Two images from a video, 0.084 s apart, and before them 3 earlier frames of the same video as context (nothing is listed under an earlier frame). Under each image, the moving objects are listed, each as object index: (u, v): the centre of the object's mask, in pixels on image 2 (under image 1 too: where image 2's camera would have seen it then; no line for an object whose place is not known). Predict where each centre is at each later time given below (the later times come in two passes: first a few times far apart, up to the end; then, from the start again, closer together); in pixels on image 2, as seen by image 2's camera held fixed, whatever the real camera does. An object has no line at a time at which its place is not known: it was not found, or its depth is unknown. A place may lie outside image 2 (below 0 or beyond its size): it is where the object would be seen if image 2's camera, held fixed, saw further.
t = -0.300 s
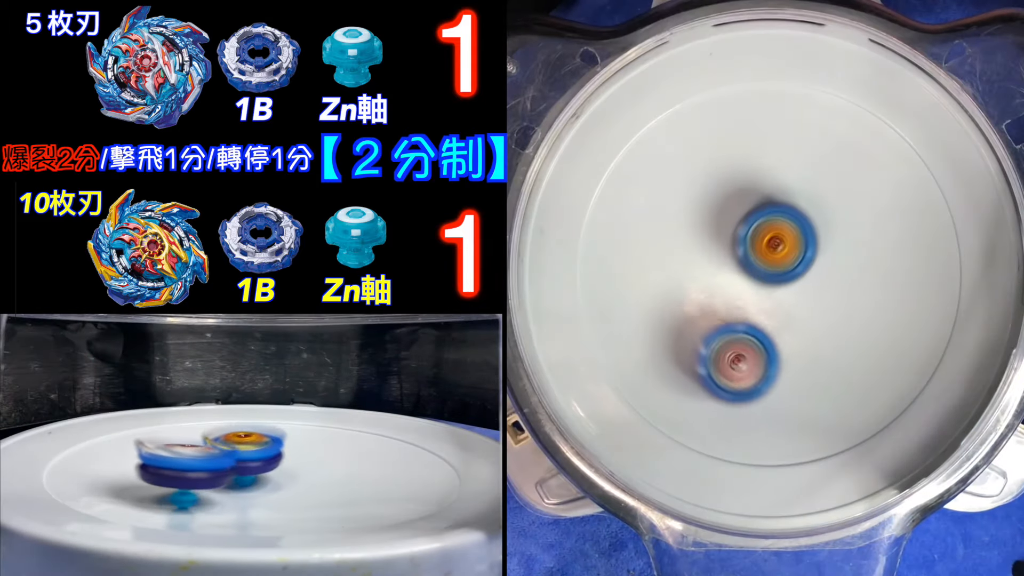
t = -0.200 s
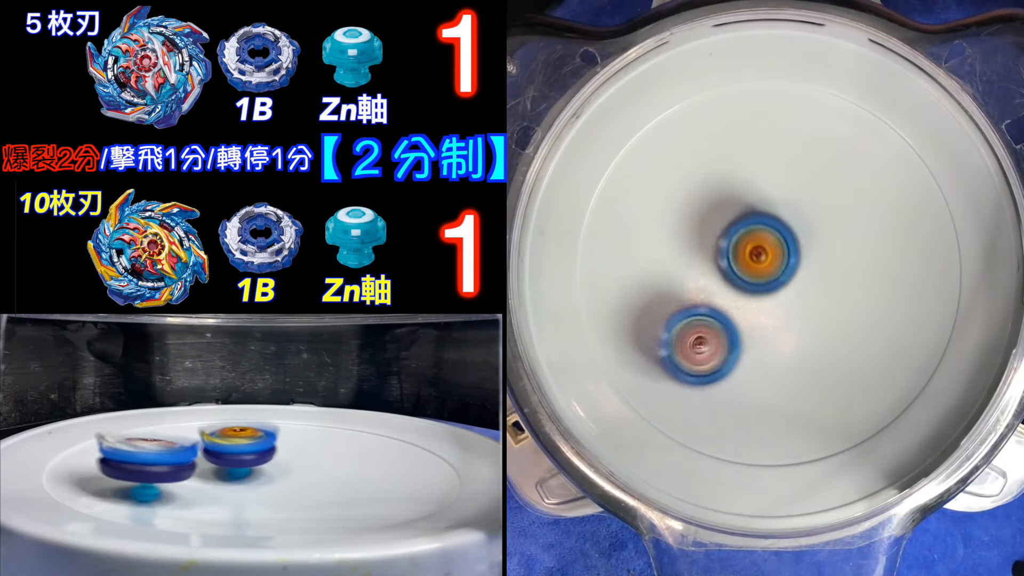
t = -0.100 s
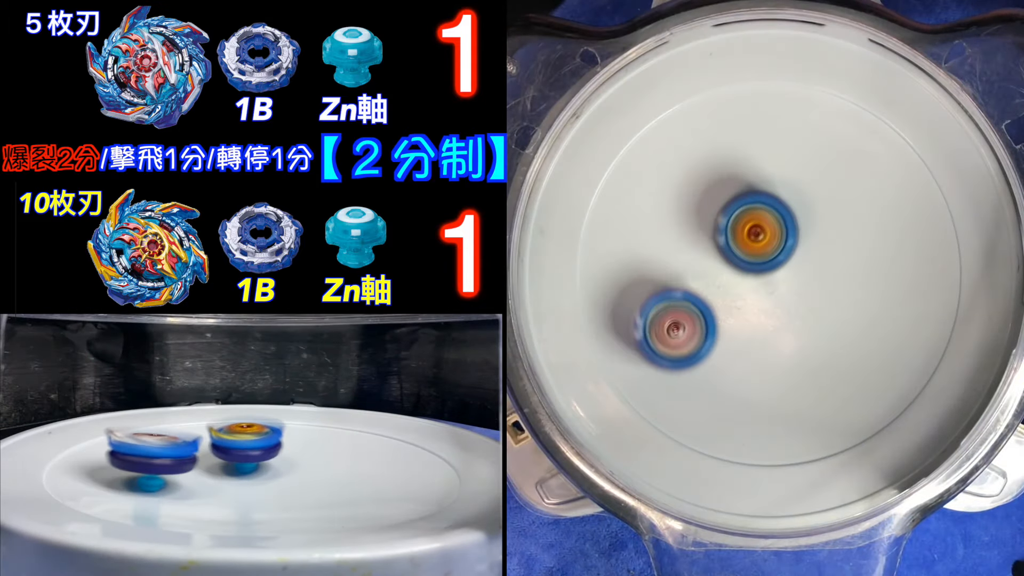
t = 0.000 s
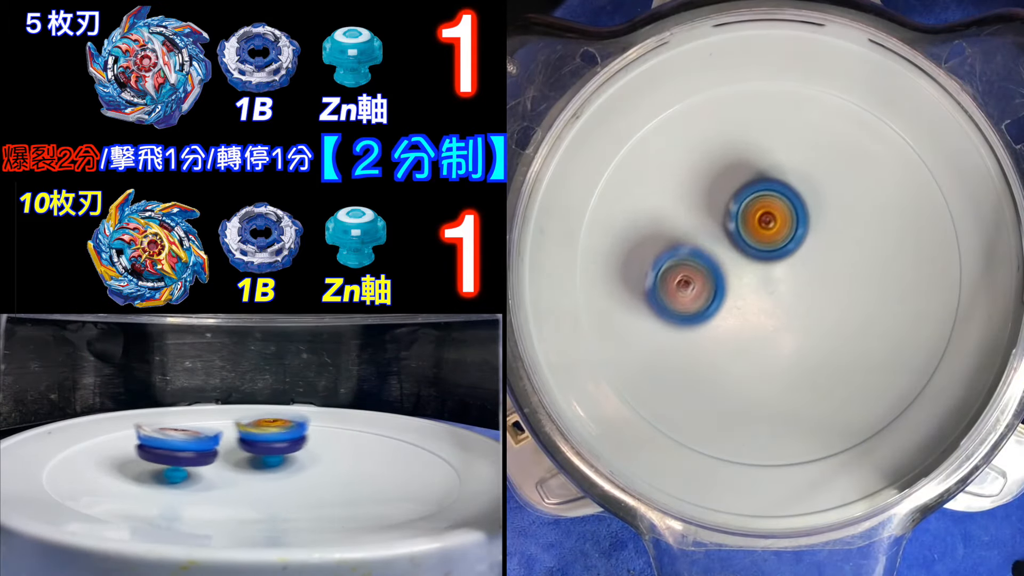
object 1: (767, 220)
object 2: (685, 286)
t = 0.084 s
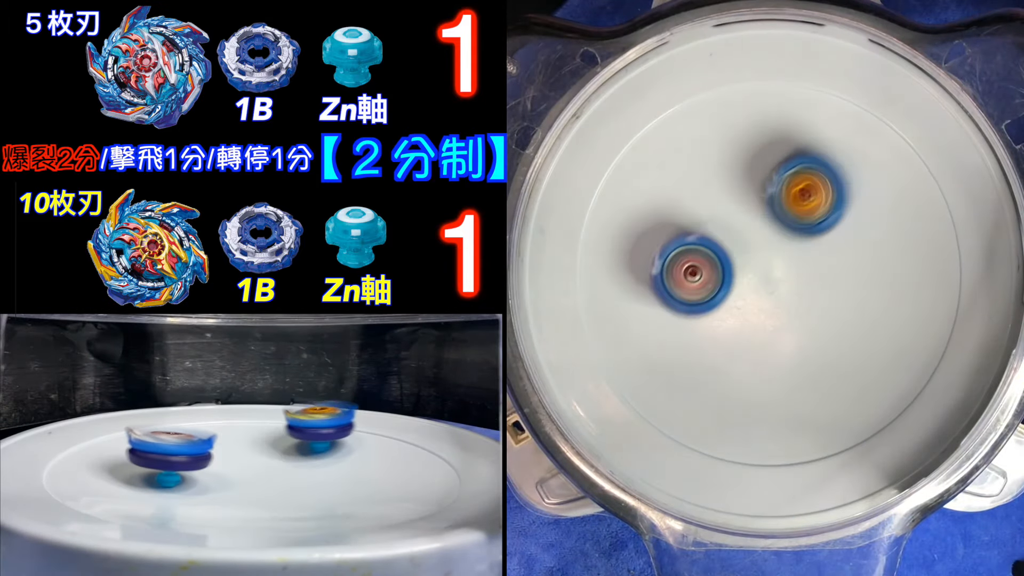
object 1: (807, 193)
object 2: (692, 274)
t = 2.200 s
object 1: (804, 231)
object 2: (701, 224)
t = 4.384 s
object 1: (763, 312)
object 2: (718, 223)
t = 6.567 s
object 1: (847, 238)
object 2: (761, 281)
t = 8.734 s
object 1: (765, 233)
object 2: (771, 326)
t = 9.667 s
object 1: (752, 242)
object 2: (811, 312)
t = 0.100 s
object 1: (819, 186)
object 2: (691, 277)
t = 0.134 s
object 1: (842, 175)
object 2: (689, 282)
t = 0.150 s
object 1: (853, 171)
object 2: (690, 284)
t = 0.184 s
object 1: (874, 168)
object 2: (693, 288)
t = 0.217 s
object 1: (892, 172)
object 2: (700, 293)
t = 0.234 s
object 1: (899, 176)
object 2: (704, 295)
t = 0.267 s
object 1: (912, 188)
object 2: (715, 297)
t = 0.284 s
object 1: (916, 197)
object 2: (722, 298)
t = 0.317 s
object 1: (919, 216)
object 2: (735, 299)
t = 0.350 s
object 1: (917, 239)
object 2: (751, 300)
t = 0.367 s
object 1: (915, 252)
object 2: (758, 300)
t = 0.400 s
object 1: (905, 277)
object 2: (774, 301)
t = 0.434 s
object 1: (892, 303)
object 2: (789, 303)
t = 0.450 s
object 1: (885, 314)
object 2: (794, 304)
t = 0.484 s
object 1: (889, 336)
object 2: (787, 307)
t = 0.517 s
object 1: (889, 356)
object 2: (778, 310)
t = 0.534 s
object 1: (886, 365)
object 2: (774, 311)
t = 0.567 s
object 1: (876, 380)
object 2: (765, 315)
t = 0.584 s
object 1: (871, 386)
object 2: (762, 316)
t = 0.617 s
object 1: (855, 395)
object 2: (754, 319)
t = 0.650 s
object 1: (835, 399)
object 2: (748, 321)
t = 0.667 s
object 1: (824, 399)
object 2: (745, 322)
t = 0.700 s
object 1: (803, 395)
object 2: (740, 323)
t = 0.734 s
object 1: (792, 395)
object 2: (727, 313)
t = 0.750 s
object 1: (791, 398)
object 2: (717, 303)
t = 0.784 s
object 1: (789, 398)
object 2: (699, 283)
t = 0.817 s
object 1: (784, 393)
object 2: (684, 263)
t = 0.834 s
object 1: (780, 389)
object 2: (678, 254)
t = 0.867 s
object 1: (773, 380)
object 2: (669, 236)
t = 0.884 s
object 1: (768, 374)
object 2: (666, 229)
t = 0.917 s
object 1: (761, 361)
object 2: (663, 214)
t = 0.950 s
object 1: (753, 346)
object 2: (665, 201)
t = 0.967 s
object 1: (750, 339)
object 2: (669, 195)
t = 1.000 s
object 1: (746, 323)
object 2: (679, 185)
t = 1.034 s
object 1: (744, 308)
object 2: (695, 177)
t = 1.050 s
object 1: (744, 300)
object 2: (705, 174)
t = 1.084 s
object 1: (745, 285)
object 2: (725, 169)
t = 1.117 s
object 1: (750, 271)
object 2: (749, 168)
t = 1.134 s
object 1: (752, 264)
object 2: (760, 168)
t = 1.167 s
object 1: (758, 259)
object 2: (781, 163)
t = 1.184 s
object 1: (761, 261)
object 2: (792, 158)
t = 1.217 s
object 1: (766, 262)
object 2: (814, 151)
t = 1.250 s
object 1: (772, 262)
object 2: (835, 150)
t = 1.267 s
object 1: (776, 261)
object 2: (846, 151)
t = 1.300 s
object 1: (782, 260)
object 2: (867, 158)
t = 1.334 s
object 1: (788, 259)
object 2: (887, 170)
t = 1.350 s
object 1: (791, 258)
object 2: (896, 177)
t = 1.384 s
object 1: (797, 257)
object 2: (913, 197)
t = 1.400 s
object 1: (800, 257)
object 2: (920, 208)
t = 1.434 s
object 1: (807, 257)
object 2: (930, 232)
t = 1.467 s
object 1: (815, 256)
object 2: (935, 257)
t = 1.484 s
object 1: (819, 257)
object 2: (935, 270)
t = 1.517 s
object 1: (828, 259)
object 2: (932, 294)
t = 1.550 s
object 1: (835, 263)
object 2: (924, 316)
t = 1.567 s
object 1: (838, 266)
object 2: (918, 326)
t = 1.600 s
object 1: (842, 271)
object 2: (903, 345)
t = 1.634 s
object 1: (845, 276)
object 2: (885, 360)
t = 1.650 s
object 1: (846, 279)
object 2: (874, 366)
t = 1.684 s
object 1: (845, 283)
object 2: (854, 377)
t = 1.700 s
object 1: (844, 283)
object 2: (843, 383)
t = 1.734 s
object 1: (841, 285)
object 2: (820, 390)
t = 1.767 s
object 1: (836, 287)
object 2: (798, 392)
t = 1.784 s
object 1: (834, 287)
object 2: (788, 392)
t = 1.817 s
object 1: (828, 288)
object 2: (767, 386)
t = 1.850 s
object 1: (822, 289)
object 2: (750, 377)
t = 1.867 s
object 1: (820, 288)
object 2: (742, 371)
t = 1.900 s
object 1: (814, 287)
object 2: (729, 358)
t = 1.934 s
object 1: (808, 284)
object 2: (718, 343)
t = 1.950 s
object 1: (806, 282)
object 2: (714, 335)
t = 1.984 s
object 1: (800, 278)
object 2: (707, 318)
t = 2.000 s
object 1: (797, 275)
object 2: (704, 310)
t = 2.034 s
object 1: (792, 269)
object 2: (700, 292)
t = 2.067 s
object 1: (789, 263)
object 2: (700, 275)
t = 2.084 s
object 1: (788, 259)
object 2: (699, 266)
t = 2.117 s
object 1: (793, 250)
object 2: (695, 252)
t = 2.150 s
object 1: (798, 241)
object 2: (695, 239)
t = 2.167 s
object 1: (800, 237)
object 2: (696, 234)
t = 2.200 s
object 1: (804, 231)
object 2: (701, 224)
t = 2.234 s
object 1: (807, 230)
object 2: (708, 216)
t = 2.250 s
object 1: (810, 231)
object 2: (712, 212)
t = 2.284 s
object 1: (814, 230)
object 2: (721, 207)
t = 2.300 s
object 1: (816, 231)
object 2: (726, 205)
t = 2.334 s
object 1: (820, 234)
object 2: (735, 201)
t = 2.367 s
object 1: (826, 240)
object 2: (740, 197)
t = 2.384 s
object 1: (829, 243)
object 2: (743, 197)
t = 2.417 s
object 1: (835, 248)
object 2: (751, 197)
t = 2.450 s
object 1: (839, 253)
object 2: (758, 200)
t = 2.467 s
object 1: (840, 255)
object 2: (761, 202)
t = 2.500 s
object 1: (842, 260)
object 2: (767, 206)
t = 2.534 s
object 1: (844, 266)
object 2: (769, 208)
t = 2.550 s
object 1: (843, 268)
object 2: (769, 210)
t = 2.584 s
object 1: (842, 271)
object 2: (770, 211)
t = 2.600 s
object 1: (842, 273)
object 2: (770, 212)
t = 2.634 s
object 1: (840, 276)
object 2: (769, 212)
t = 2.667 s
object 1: (838, 276)
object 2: (770, 212)
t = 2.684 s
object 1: (836, 278)
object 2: (770, 213)
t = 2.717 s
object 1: (834, 280)
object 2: (768, 211)
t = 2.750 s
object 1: (830, 281)
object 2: (764, 210)
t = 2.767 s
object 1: (828, 280)
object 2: (763, 209)
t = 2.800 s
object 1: (825, 280)
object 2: (759, 208)
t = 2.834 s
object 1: (821, 280)
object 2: (757, 208)
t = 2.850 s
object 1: (819, 280)
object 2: (756, 208)
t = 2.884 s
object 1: (816, 281)
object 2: (754, 208)
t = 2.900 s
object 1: (813, 282)
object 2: (753, 208)
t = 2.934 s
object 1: (810, 282)
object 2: (751, 208)
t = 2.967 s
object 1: (807, 284)
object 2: (749, 209)
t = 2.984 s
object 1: (806, 285)
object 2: (748, 209)
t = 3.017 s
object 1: (803, 285)
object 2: (746, 209)
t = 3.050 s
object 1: (799, 286)
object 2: (743, 210)
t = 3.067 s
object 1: (797, 286)
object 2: (742, 210)
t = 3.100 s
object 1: (793, 287)
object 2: (739, 210)
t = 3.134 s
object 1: (790, 288)
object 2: (735, 208)
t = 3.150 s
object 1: (788, 289)
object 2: (733, 207)
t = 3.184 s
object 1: (784, 289)
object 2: (730, 206)
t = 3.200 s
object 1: (782, 288)
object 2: (729, 205)
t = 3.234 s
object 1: (777, 287)
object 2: (727, 203)
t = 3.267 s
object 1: (773, 283)
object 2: (726, 201)
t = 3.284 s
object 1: (771, 282)
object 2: (726, 200)
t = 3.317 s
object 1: (768, 279)
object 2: (727, 197)
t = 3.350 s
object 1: (769, 279)
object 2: (727, 192)
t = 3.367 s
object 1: (769, 280)
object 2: (727, 189)
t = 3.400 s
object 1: (771, 282)
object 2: (729, 184)
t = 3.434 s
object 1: (773, 285)
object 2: (733, 182)
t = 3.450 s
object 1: (775, 286)
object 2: (735, 182)
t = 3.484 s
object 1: (777, 288)
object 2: (740, 183)
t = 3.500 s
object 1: (777, 288)
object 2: (743, 184)
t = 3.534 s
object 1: (779, 289)
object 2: (748, 189)
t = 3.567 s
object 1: (780, 289)
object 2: (751, 197)
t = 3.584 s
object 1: (780, 288)
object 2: (752, 202)
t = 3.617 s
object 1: (785, 296)
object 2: (749, 204)
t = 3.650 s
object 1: (791, 306)
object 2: (744, 204)
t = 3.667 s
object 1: (792, 311)
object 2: (741, 205)
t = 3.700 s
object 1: (795, 319)
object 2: (736, 208)
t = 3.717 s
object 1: (795, 322)
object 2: (734, 209)
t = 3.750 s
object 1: (794, 329)
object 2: (729, 213)
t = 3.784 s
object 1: (791, 336)
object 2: (724, 217)
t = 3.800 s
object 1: (789, 339)
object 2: (722, 219)
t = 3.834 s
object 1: (784, 344)
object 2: (719, 223)
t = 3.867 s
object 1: (776, 348)
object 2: (716, 227)
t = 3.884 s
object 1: (772, 349)
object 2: (715, 229)
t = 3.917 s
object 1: (763, 350)
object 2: (713, 232)
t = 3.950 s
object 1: (753, 349)
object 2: (711, 235)
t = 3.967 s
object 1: (748, 347)
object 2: (711, 236)
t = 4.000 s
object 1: (739, 343)
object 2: (709, 238)
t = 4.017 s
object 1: (735, 340)
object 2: (708, 238)
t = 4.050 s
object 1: (729, 332)
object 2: (707, 239)
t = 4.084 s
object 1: (726, 326)
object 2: (705, 237)
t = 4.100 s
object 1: (726, 326)
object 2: (702, 233)
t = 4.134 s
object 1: (728, 326)
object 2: (698, 226)
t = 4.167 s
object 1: (730, 324)
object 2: (698, 222)
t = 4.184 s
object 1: (731, 323)
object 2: (698, 220)
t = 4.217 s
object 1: (733, 321)
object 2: (698, 218)
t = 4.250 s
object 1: (738, 317)
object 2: (702, 219)
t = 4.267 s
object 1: (740, 315)
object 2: (704, 219)
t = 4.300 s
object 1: (744, 312)
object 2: (709, 221)
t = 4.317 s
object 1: (747, 311)
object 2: (712, 222)
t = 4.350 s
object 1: (754, 309)
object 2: (716, 224)
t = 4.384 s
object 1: (763, 312)
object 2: (718, 223)
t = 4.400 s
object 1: (767, 313)
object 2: (719, 223)
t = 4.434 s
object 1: (775, 317)
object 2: (722, 223)
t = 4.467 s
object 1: (782, 320)
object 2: (724, 225)
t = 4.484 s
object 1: (784, 322)
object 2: (725, 226)
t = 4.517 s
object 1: (789, 327)
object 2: (728, 229)
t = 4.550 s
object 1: (793, 331)
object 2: (730, 233)
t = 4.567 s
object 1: (794, 334)
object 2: (731, 236)
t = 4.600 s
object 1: (796, 340)
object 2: (734, 241)
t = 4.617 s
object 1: (797, 343)
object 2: (735, 244)
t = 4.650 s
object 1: (796, 347)
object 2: (736, 251)
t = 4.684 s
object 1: (793, 350)
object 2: (738, 259)
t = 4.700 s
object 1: (791, 351)
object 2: (739, 263)
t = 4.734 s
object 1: (786, 351)
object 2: (739, 272)
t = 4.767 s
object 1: (786, 353)
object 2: (735, 275)
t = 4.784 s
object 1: (786, 353)
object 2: (733, 276)
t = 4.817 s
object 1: (786, 353)
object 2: (730, 279)
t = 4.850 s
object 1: (785, 352)
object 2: (727, 281)
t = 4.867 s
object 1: (785, 352)
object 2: (726, 282)
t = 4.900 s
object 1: (786, 351)
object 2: (723, 283)
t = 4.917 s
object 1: (786, 350)
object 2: (721, 284)
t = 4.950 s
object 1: (788, 349)
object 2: (718, 284)
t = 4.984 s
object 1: (790, 348)
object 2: (715, 284)
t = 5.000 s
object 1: (791, 347)
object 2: (713, 284)
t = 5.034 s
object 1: (792, 345)
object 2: (711, 285)
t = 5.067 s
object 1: (795, 345)
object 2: (711, 287)
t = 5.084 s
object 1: (797, 345)
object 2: (712, 287)
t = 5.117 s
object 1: (802, 343)
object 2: (715, 287)
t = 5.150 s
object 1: (805, 342)
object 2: (717, 285)
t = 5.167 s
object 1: (806, 342)
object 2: (718, 285)
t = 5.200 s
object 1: (807, 343)
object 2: (720, 286)
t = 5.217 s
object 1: (809, 343)
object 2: (721, 287)
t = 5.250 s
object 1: (813, 342)
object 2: (726, 289)
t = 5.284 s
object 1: (816, 341)
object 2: (730, 291)
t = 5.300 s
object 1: (817, 341)
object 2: (733, 292)
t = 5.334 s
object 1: (820, 340)
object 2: (736, 295)
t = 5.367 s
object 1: (824, 339)
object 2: (739, 299)
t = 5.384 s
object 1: (826, 338)
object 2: (740, 301)
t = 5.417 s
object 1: (829, 335)
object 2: (742, 304)
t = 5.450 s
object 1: (831, 334)
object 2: (741, 306)
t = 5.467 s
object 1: (831, 334)
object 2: (740, 307)
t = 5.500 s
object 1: (833, 334)
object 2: (736, 307)
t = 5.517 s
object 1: (834, 333)
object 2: (734, 308)
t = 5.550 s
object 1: (836, 330)
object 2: (729, 309)
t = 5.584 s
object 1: (838, 327)
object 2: (726, 311)
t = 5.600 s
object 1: (839, 325)
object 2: (725, 311)
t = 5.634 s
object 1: (841, 322)
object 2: (725, 310)
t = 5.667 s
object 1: (843, 319)
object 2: (725, 308)
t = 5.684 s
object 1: (844, 318)
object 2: (725, 306)
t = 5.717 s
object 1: (846, 317)
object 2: (726, 302)
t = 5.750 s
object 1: (848, 314)
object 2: (728, 298)
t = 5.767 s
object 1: (849, 311)
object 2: (728, 297)
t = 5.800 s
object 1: (849, 305)
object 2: (732, 296)
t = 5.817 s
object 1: (848, 301)
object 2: (734, 295)
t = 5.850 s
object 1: (846, 295)
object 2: (741, 295)
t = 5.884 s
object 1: (842, 290)
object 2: (748, 294)
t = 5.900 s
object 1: (842, 288)
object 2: (748, 295)
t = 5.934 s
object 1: (845, 284)
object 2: (746, 296)
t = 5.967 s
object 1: (845, 281)
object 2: (746, 296)
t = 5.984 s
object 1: (845, 281)
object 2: (746, 296)
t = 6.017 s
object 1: (845, 278)
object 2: (746, 294)
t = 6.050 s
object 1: (845, 274)
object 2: (745, 291)
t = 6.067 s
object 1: (845, 272)
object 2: (745, 290)
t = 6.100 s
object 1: (845, 270)
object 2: (745, 287)
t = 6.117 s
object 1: (846, 269)
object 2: (745, 286)
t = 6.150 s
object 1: (847, 266)
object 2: (745, 283)
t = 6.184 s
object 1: (848, 262)
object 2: (746, 281)
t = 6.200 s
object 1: (848, 261)
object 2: (747, 280)
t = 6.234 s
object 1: (848, 260)
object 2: (749, 278)
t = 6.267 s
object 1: (849, 260)
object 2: (751, 277)
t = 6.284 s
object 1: (849, 260)
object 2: (752, 276)
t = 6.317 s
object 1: (850, 260)
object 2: (755, 275)
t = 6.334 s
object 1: (851, 260)
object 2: (756, 275)
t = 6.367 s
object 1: (852, 258)
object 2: (758, 275)
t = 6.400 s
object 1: (852, 255)
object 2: (760, 275)
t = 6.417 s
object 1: (852, 253)
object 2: (761, 275)
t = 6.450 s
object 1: (850, 251)
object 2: (763, 276)
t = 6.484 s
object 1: (851, 247)
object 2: (762, 278)
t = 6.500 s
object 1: (851, 245)
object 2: (761, 279)
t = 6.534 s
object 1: (849, 241)
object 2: (761, 280)
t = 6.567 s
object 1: (847, 238)
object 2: (761, 281)
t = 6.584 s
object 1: (846, 236)
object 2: (761, 281)
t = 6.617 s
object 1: (845, 234)
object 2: (761, 282)
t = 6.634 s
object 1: (845, 234)
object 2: (762, 282)
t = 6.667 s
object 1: (845, 233)
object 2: (762, 282)
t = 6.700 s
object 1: (845, 232)
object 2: (763, 283)
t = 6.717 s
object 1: (845, 231)
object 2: (763, 283)
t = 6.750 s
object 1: (842, 229)
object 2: (763, 283)
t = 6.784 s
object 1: (837, 227)
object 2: (761, 286)
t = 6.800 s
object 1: (834, 228)
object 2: (760, 287)
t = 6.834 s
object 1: (829, 229)
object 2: (757, 291)
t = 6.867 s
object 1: (827, 229)
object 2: (754, 293)
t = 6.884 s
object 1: (826, 230)
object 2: (753, 293)
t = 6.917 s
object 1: (823, 230)
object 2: (751, 292)
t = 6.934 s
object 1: (821, 231)
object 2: (750, 292)
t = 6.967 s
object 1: (818, 230)
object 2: (749, 291)
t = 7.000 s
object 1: (815, 227)
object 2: (746, 291)
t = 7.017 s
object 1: (813, 226)
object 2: (745, 290)
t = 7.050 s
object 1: (809, 222)
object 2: (740, 290)
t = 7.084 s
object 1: (803, 220)
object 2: (734, 289)
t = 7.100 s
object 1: (801, 219)
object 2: (732, 288)
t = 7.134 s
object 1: (798, 219)
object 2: (728, 285)
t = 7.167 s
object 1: (797, 220)
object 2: (727, 282)
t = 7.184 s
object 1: (797, 220)
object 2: (727, 280)
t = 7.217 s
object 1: (798, 219)
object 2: (728, 278)
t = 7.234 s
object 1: (798, 218)
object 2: (728, 278)
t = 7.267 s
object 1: (797, 215)
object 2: (729, 279)
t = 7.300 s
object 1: (794, 214)
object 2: (729, 282)
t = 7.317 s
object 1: (794, 214)
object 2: (728, 284)
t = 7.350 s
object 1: (794, 212)
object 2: (727, 287)
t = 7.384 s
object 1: (794, 210)
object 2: (724, 290)
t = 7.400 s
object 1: (794, 208)
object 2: (722, 292)
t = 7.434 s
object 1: (791, 206)
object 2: (719, 295)
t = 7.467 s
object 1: (786, 207)
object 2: (716, 294)
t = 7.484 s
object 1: (784, 208)
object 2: (714, 293)
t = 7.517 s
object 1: (779, 210)
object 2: (710, 292)
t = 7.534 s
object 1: (777, 211)
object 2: (708, 293)
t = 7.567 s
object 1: (774, 213)
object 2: (706, 295)
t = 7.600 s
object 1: (772, 215)
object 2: (705, 297)
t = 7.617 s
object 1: (771, 216)
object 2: (705, 297)
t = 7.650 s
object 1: (771, 218)
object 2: (707, 297)
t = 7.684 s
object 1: (770, 220)
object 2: (709, 297)
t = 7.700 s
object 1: (770, 221)
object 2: (710, 296)
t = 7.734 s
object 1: (770, 222)
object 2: (713, 296)
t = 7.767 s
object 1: (769, 221)
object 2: (715, 297)
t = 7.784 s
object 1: (768, 221)
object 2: (716, 297)
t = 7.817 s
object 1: (765, 220)
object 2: (718, 300)
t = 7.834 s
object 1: (765, 219)
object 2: (719, 302)
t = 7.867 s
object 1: (763, 218)
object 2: (722, 305)
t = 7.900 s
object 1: (761, 219)
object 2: (724, 305)
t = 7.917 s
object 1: (761, 219)
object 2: (725, 306)
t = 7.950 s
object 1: (760, 217)
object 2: (726, 307)
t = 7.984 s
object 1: (760, 217)
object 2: (727, 307)
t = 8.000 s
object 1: (760, 218)
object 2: (727, 307)
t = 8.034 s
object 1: (761, 219)
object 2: (727, 309)
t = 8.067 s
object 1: (762, 221)
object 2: (732, 312)
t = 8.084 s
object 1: (763, 222)
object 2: (734, 313)
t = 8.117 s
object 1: (764, 223)
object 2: (738, 315)
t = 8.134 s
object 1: (765, 224)
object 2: (739, 316)
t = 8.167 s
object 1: (766, 226)
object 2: (742, 316)
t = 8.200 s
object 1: (767, 227)
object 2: (745, 316)
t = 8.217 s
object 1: (767, 227)
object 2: (747, 317)
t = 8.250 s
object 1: (768, 227)
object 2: (751, 320)
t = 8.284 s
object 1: (768, 227)
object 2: (754, 322)
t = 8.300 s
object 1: (769, 228)
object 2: (755, 322)
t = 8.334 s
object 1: (769, 229)
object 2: (755, 322)
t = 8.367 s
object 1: (769, 230)
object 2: (755, 322)
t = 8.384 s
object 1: (769, 230)
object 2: (754, 322)
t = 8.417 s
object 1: (768, 230)
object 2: (753, 323)
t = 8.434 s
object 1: (768, 230)
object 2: (753, 324)
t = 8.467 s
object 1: (769, 231)
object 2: (752, 326)
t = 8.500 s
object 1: (769, 232)
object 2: (755, 328)
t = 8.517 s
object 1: (769, 233)
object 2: (758, 327)
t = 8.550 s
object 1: (769, 234)
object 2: (763, 325)
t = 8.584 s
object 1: (769, 232)
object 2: (766, 325)
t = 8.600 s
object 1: (769, 232)
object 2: (767, 325)
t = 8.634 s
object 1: (768, 232)
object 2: (768, 325)
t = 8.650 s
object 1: (768, 232)
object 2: (769, 324)
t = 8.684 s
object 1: (767, 232)
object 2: (769, 324)
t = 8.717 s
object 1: (766, 232)
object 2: (770, 326)
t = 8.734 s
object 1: (765, 233)
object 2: (771, 326)
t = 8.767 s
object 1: (765, 234)
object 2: (775, 325)
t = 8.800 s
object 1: (764, 234)
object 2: (780, 325)
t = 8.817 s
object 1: (763, 234)
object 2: (783, 324)
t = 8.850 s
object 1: (762, 234)
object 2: (790, 323)
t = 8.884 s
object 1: (762, 235)
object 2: (795, 324)
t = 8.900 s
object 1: (762, 236)
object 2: (797, 324)
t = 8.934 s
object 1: (762, 238)
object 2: (801, 325)
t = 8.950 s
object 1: (763, 239)
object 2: (804, 325)
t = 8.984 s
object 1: (763, 241)
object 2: (809, 324)
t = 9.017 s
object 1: (764, 242)
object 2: (813, 324)
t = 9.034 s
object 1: (764, 243)
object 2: (814, 324)
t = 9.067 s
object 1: (766, 245)
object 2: (815, 324)
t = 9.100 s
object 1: (765, 244)
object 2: (815, 325)
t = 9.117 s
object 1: (765, 244)
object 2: (816, 325)
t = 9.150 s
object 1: (765, 244)
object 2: (815, 326)
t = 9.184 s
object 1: (765, 245)
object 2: (814, 325)
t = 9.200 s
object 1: (765, 245)
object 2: (814, 325)
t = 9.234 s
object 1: (765, 245)
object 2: (813, 326)
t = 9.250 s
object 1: (764, 244)
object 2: (813, 326)
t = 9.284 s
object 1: (764, 245)
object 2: (812, 326)
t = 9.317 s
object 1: (764, 244)
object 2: (811, 325)
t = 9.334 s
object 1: (764, 244)
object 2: (811, 326)
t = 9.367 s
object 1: (763, 243)
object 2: (812, 326)
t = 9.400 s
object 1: (762, 244)
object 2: (812, 324)
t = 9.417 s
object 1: (762, 244)
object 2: (812, 324)
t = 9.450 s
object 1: (762, 244)
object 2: (812, 322)
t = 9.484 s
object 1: (761, 243)
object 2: (812, 321)
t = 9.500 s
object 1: (760, 243)
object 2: (812, 320)
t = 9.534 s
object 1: (760, 243)
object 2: (812, 318)
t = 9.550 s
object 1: (759, 243)
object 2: (812, 317)
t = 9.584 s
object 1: (757, 243)
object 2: (811, 315)
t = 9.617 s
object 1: (754, 242)
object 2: (812, 314)
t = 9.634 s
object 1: (753, 242)
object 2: (812, 314)
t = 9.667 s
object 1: (752, 242)
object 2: (811, 312)
